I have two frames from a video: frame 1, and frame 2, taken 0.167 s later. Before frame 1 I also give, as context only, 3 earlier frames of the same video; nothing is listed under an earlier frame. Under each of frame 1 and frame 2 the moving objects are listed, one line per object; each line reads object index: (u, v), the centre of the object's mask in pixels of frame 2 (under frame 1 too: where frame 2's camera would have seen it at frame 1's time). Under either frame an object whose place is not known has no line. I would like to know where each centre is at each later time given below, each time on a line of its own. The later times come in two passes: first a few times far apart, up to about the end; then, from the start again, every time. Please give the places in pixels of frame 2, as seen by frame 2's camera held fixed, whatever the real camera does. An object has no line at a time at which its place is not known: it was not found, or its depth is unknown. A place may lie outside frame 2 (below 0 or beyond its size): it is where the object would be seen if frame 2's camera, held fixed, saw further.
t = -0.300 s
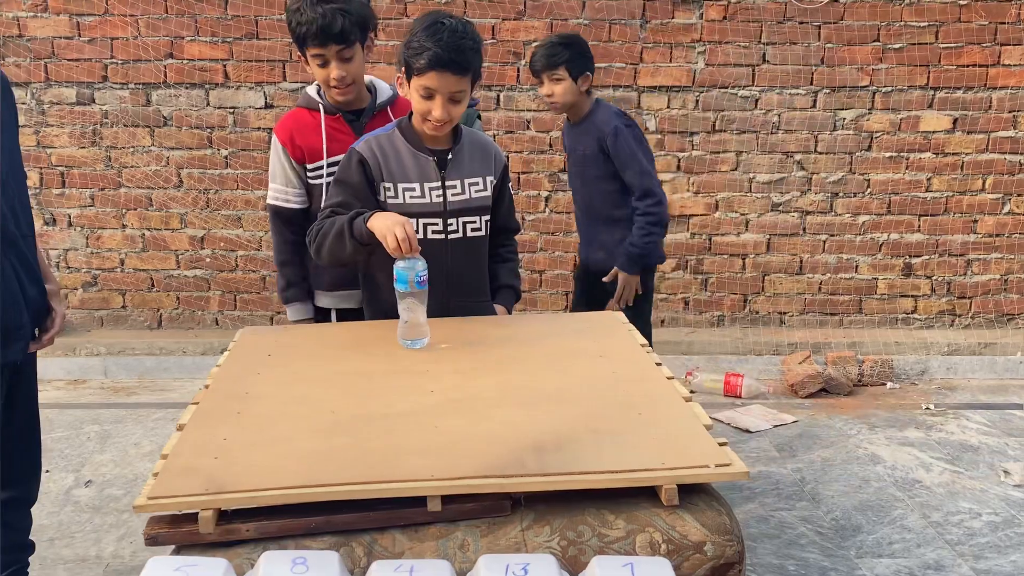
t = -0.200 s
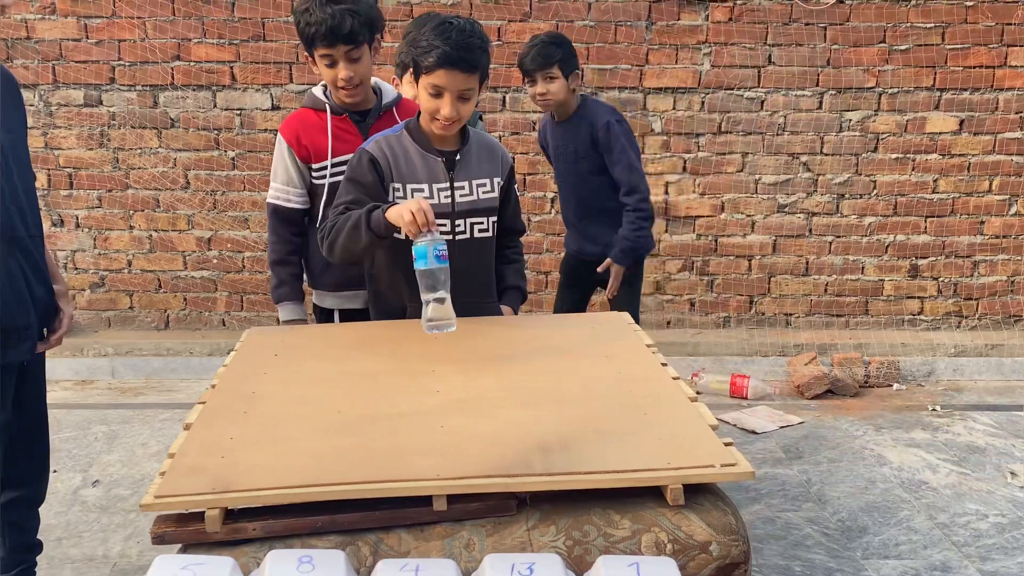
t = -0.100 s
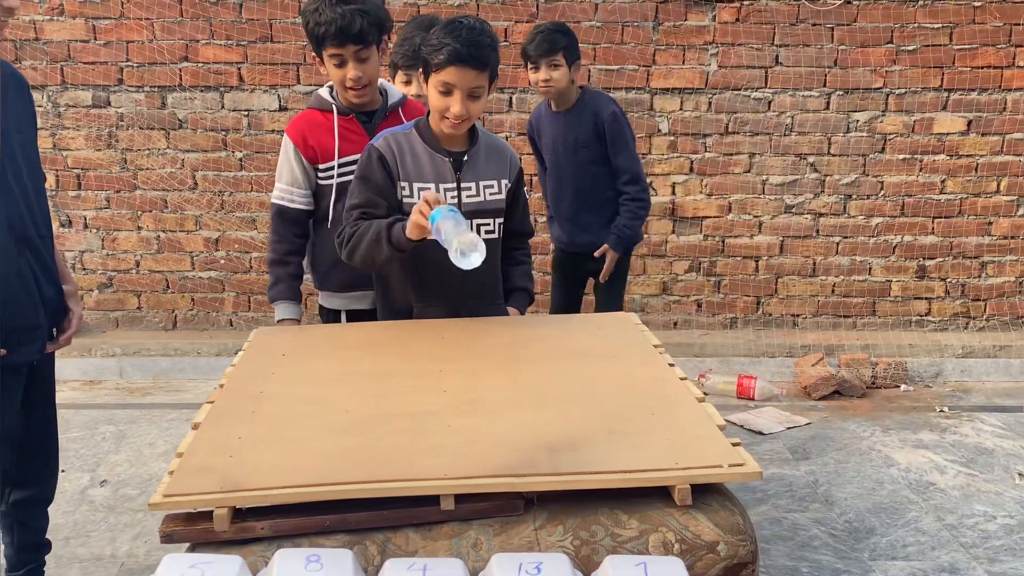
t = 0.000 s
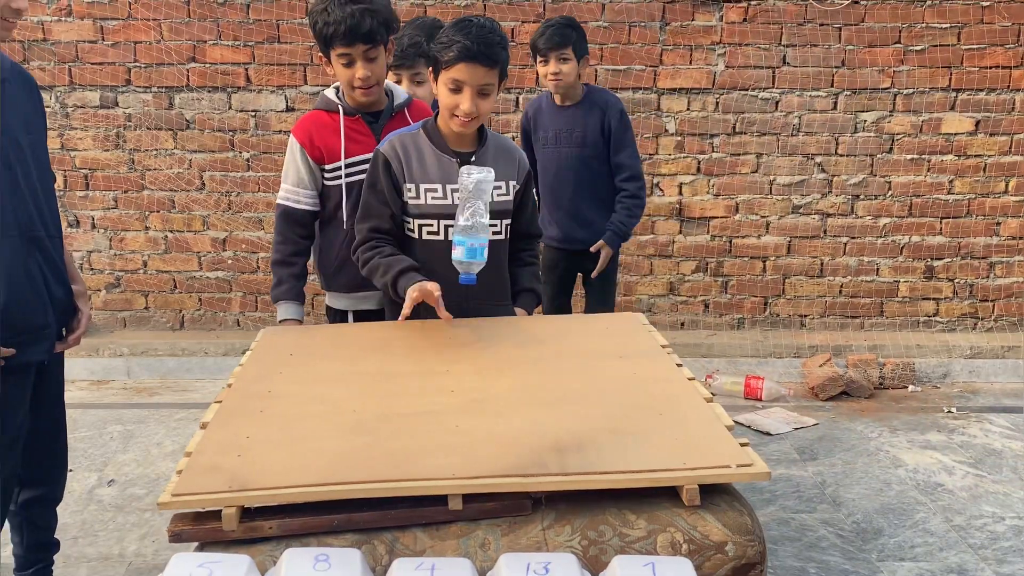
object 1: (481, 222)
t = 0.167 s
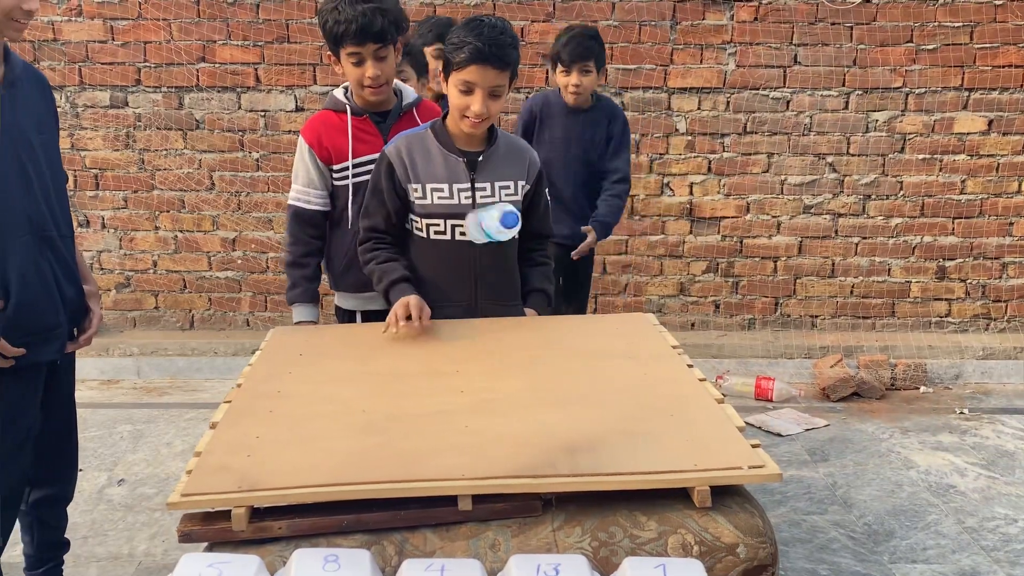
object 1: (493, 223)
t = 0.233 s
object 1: (493, 271)
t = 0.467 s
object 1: (495, 349)
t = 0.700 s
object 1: (484, 352)
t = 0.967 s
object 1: (458, 358)
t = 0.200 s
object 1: (493, 244)
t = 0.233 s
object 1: (493, 271)
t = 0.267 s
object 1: (493, 302)
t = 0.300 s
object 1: (495, 324)
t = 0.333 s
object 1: (497, 331)
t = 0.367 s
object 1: (498, 340)
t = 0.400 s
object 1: (497, 350)
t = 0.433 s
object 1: (497, 349)
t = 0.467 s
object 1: (495, 349)
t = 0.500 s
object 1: (494, 350)
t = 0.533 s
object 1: (493, 350)
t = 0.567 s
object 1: (493, 350)
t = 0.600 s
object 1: (492, 350)
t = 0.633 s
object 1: (491, 351)
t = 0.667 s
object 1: (487, 351)
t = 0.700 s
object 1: (484, 352)
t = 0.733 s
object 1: (481, 353)
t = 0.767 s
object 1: (479, 353)
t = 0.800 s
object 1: (477, 353)
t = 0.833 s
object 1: (475, 354)
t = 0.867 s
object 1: (471, 355)
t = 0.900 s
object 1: (466, 356)
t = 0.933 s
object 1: (462, 357)
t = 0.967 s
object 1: (458, 358)
